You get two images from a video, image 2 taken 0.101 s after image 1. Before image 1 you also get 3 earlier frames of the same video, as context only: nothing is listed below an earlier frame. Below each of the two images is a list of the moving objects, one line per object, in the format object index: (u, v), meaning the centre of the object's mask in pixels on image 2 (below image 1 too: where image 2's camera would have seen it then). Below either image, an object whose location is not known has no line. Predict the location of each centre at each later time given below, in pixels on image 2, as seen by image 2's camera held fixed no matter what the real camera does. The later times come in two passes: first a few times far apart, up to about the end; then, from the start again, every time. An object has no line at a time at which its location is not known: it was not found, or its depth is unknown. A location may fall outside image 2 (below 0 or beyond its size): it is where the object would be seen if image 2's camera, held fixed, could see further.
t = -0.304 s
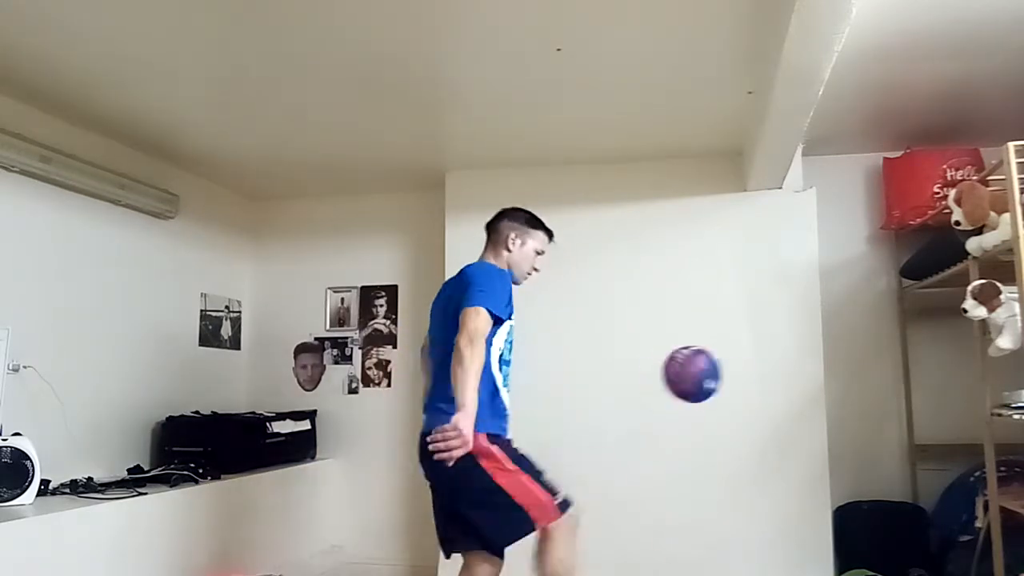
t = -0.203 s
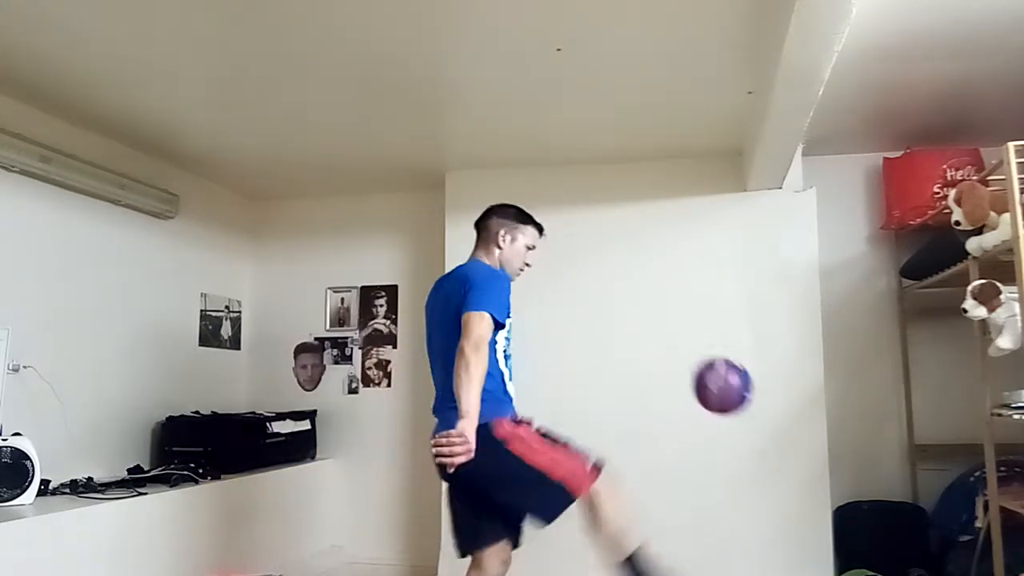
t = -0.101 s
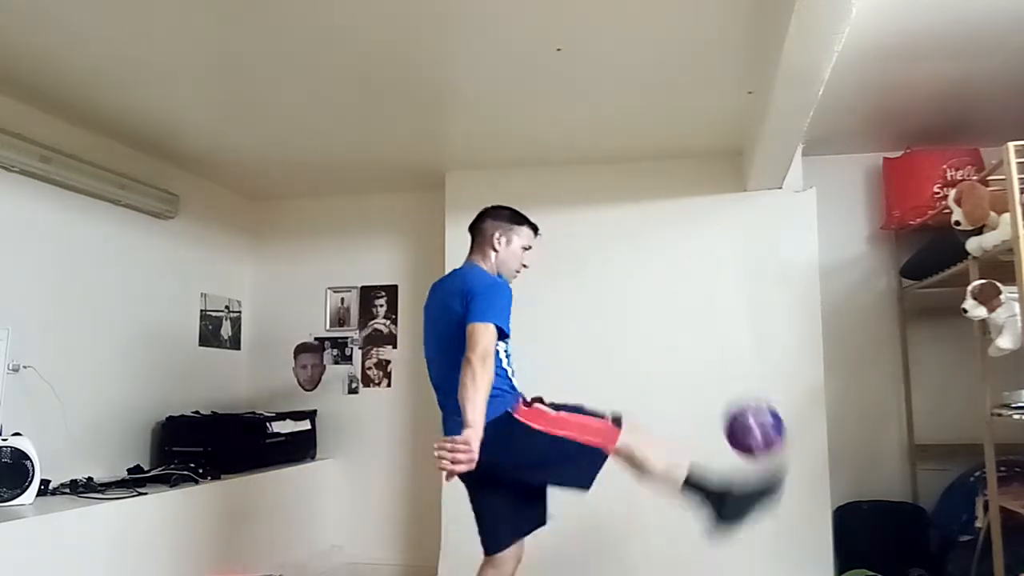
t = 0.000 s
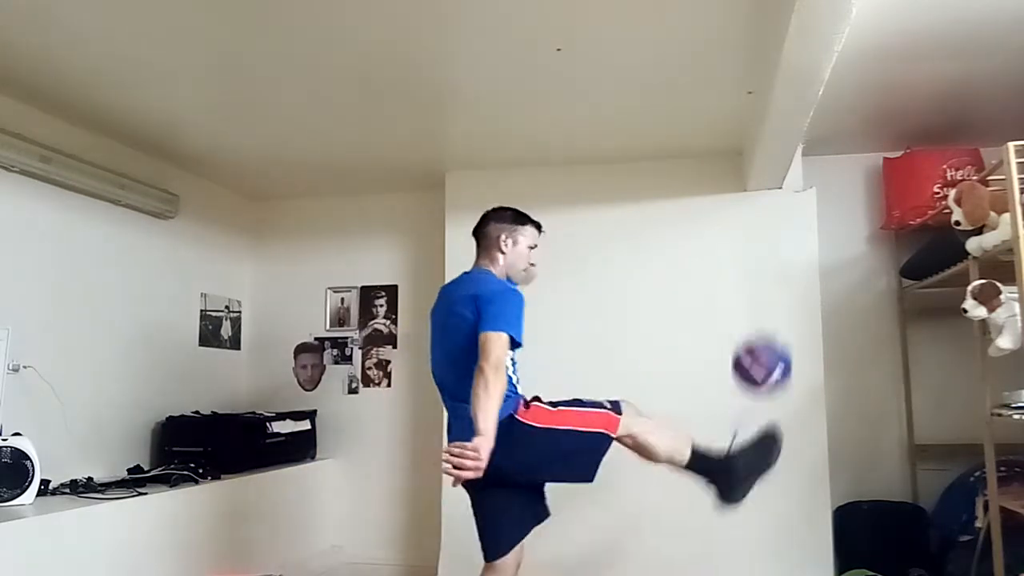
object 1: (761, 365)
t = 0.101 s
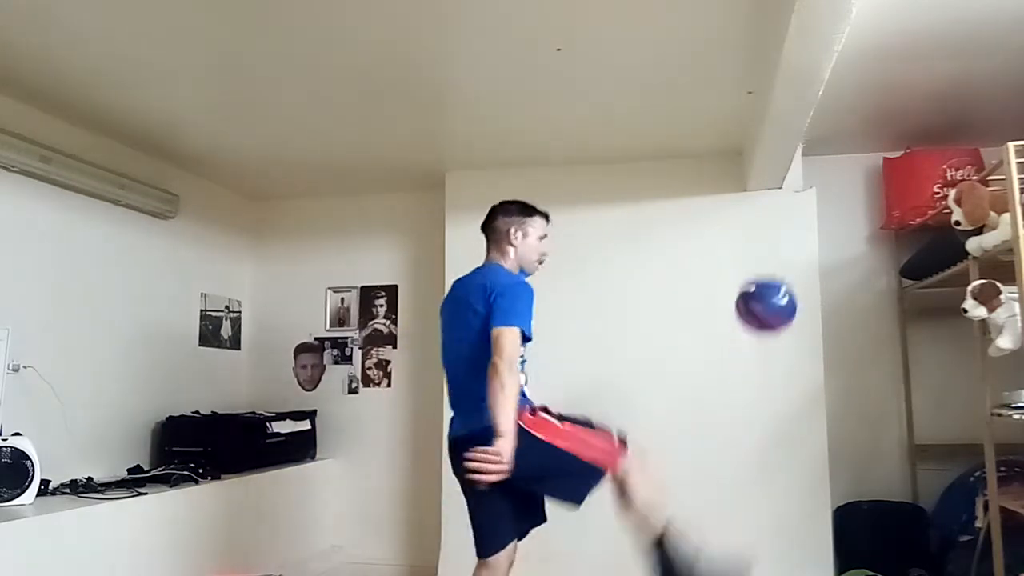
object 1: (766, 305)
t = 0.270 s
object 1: (776, 268)
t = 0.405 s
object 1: (787, 300)
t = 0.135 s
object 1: (768, 291)
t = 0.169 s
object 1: (770, 281)
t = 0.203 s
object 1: (772, 274)
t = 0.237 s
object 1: (774, 269)
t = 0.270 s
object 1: (776, 268)
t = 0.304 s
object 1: (779, 270)
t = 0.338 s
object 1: (781, 276)
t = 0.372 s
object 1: (784, 286)
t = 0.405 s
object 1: (787, 300)
